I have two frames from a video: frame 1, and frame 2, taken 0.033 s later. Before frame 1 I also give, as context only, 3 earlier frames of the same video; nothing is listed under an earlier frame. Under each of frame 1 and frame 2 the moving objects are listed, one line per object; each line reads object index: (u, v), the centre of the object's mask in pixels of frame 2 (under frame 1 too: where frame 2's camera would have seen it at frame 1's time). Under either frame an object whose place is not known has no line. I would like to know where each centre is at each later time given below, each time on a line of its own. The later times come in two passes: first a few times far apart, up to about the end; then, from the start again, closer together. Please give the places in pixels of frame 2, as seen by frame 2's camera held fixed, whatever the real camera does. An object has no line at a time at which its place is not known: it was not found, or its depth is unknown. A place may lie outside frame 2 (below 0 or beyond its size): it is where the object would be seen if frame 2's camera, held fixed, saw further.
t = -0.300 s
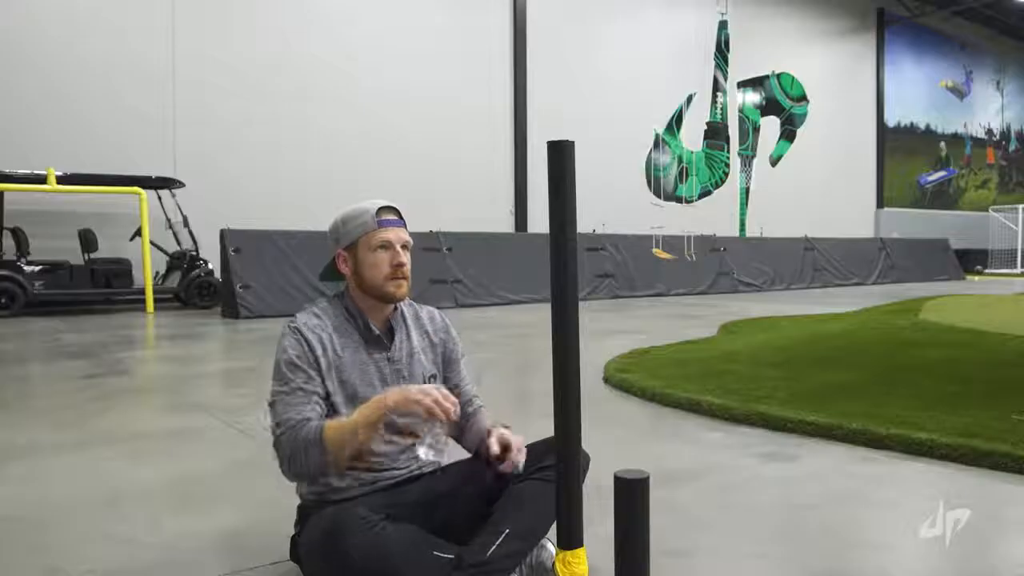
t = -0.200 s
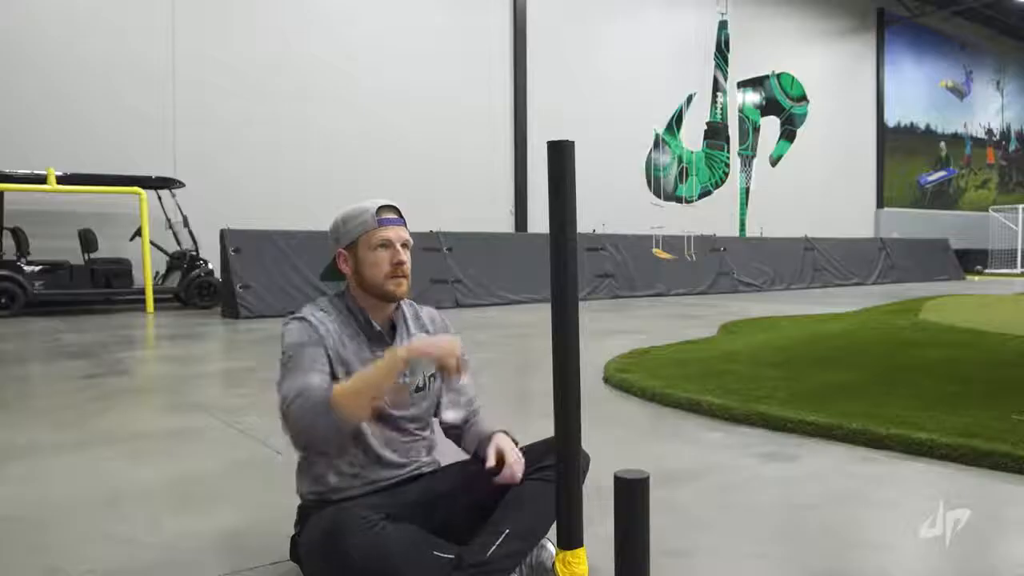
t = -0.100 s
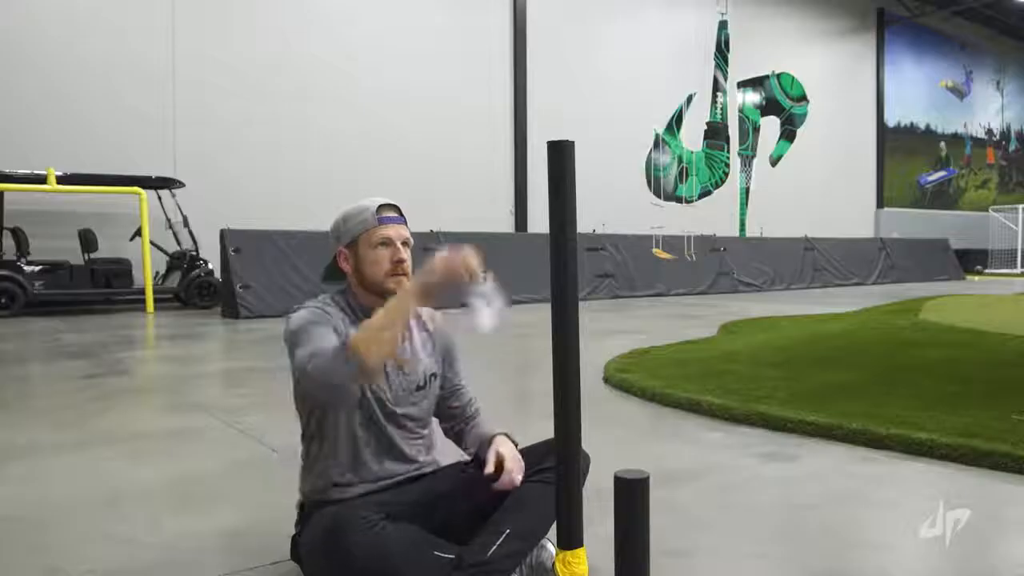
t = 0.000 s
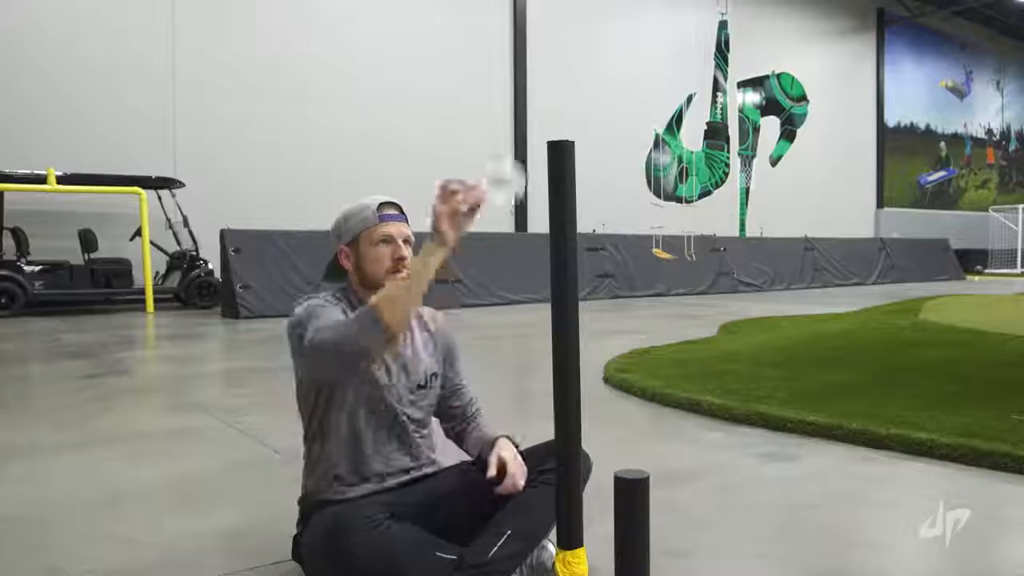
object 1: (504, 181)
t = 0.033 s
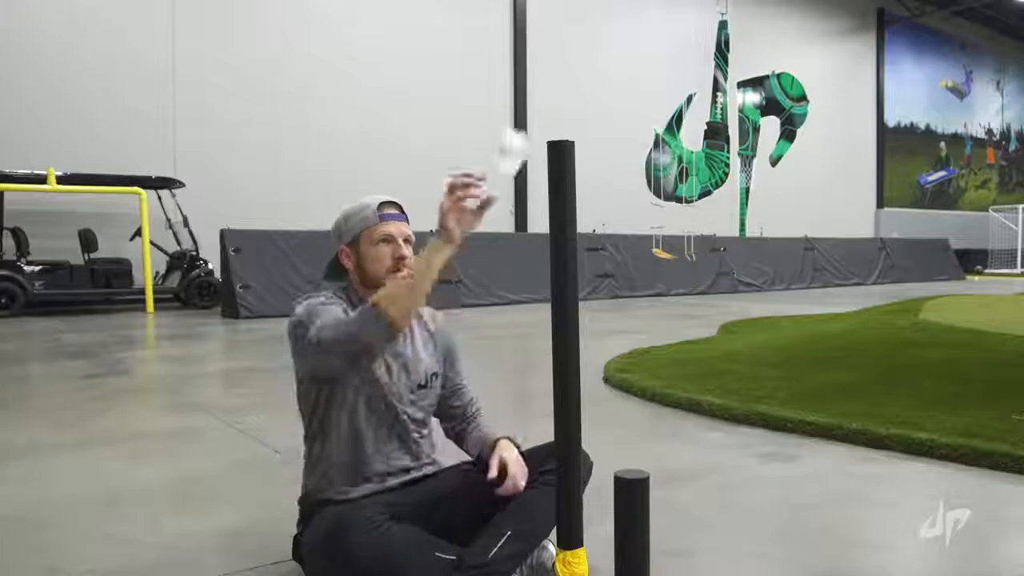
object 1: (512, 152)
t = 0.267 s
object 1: (548, 65)
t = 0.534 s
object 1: (567, 108)
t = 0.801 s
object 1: (566, 108)
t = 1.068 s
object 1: (567, 108)
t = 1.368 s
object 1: (567, 108)
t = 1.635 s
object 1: (566, 109)
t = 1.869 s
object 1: (566, 109)
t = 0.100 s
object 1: (519, 102)
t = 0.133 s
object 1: (520, 84)
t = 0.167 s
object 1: (527, 73)
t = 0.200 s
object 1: (534, 65)
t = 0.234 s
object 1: (539, 63)
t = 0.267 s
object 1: (548, 65)
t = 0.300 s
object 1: (555, 80)
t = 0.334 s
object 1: (560, 102)
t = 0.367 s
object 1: (566, 106)
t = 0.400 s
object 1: (560, 108)
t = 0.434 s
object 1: (565, 107)
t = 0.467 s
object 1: (567, 107)
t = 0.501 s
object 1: (568, 108)
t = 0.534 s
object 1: (567, 108)
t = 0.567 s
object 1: (567, 108)
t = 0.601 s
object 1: (567, 108)
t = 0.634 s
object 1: (567, 108)
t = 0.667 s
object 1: (567, 108)
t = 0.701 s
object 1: (567, 108)
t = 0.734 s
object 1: (568, 108)
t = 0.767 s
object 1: (567, 108)
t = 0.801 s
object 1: (566, 108)
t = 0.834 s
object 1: (566, 108)
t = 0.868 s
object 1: (567, 108)
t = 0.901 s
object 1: (567, 108)
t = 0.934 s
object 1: (567, 108)
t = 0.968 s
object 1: (567, 108)
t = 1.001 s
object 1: (567, 108)
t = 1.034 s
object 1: (567, 108)
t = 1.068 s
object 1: (567, 108)
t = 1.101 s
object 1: (567, 108)
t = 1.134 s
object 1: (567, 108)
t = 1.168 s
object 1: (567, 108)
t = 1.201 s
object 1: (567, 108)
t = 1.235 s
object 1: (567, 108)
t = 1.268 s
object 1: (567, 108)
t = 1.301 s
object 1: (567, 108)
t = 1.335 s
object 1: (567, 108)
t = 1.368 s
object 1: (567, 108)
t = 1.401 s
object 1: (567, 108)
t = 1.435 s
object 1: (567, 108)
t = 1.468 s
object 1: (567, 108)
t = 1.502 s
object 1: (567, 108)
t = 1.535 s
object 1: (567, 108)
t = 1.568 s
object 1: (567, 108)
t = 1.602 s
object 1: (566, 108)
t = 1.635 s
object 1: (566, 109)
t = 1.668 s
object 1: (566, 108)
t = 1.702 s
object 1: (566, 108)
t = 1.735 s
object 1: (566, 109)
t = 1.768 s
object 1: (566, 108)
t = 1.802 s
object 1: (566, 108)
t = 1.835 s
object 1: (566, 108)
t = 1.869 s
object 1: (566, 109)
